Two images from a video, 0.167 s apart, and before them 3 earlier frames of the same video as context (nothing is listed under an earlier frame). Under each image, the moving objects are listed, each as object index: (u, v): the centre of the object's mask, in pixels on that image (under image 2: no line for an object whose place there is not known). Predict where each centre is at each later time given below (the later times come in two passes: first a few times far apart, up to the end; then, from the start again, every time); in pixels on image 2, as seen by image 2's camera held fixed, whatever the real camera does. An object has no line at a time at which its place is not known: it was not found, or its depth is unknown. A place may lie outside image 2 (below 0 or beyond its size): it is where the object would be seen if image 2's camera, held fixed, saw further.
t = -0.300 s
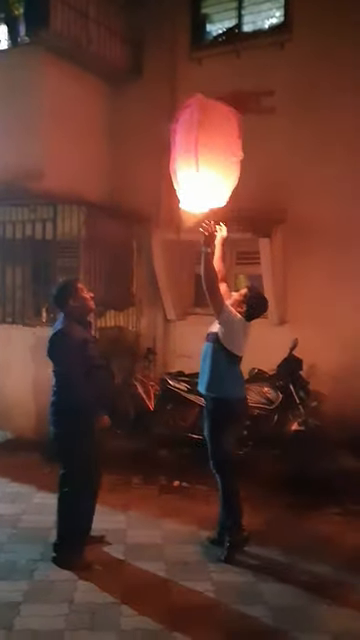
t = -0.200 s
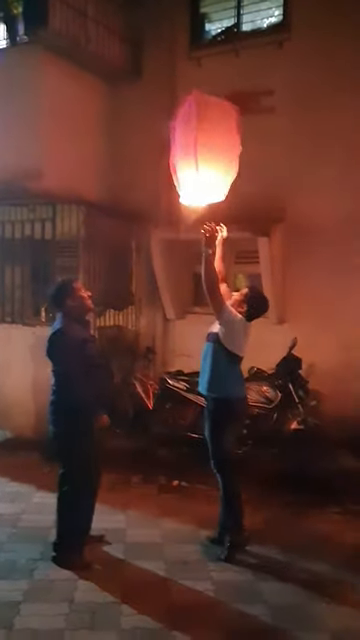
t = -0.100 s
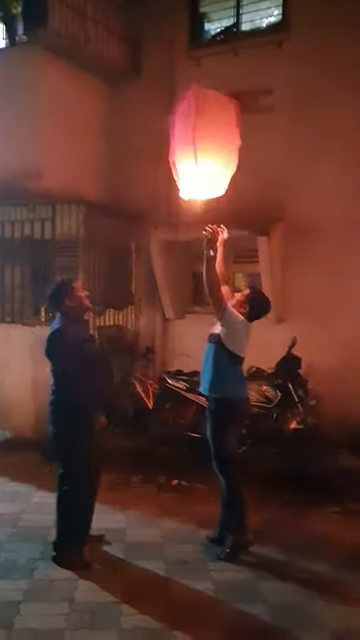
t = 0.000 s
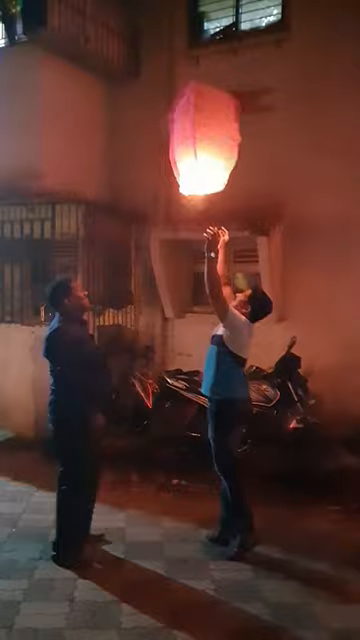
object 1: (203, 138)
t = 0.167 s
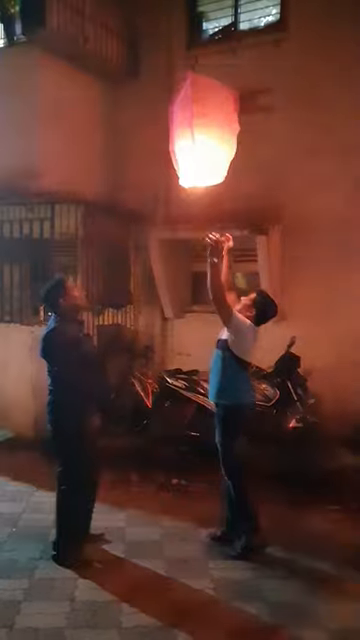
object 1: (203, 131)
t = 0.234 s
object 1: (203, 128)
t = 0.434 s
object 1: (204, 120)
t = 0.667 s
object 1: (205, 111)
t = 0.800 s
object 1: (205, 106)
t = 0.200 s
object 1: (203, 129)
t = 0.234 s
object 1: (203, 128)
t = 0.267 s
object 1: (203, 126)
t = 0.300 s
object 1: (203, 125)
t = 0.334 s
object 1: (204, 123)
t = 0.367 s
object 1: (204, 123)
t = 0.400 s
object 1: (204, 122)
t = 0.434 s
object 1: (204, 120)
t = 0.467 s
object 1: (204, 118)
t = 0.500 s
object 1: (204, 117)
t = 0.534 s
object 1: (204, 116)
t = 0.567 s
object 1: (204, 115)
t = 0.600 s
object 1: (204, 113)
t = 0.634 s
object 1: (204, 112)
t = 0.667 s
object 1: (205, 111)
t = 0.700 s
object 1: (205, 109)
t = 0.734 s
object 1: (205, 108)
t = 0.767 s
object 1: (205, 106)
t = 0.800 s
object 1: (205, 106)
